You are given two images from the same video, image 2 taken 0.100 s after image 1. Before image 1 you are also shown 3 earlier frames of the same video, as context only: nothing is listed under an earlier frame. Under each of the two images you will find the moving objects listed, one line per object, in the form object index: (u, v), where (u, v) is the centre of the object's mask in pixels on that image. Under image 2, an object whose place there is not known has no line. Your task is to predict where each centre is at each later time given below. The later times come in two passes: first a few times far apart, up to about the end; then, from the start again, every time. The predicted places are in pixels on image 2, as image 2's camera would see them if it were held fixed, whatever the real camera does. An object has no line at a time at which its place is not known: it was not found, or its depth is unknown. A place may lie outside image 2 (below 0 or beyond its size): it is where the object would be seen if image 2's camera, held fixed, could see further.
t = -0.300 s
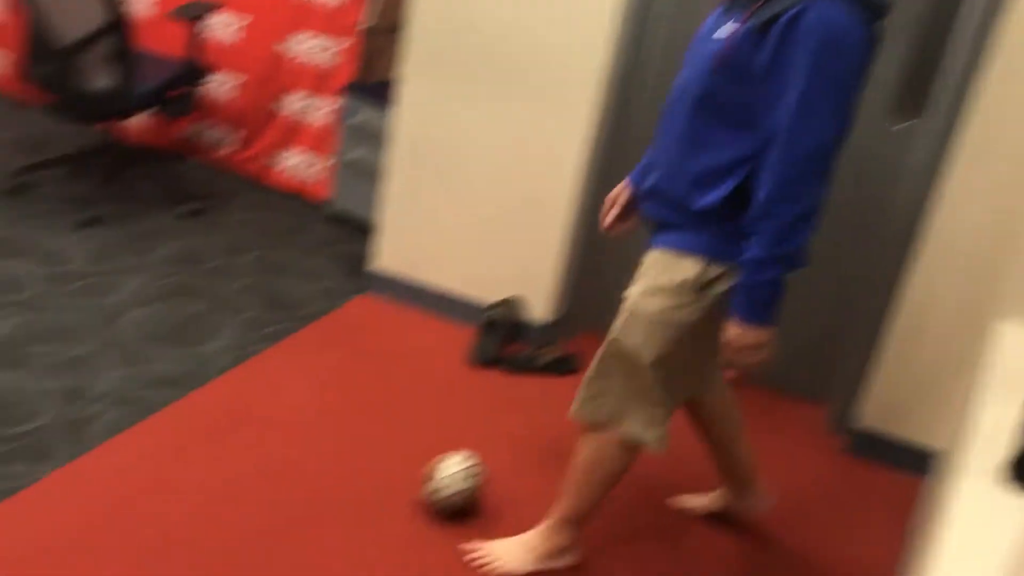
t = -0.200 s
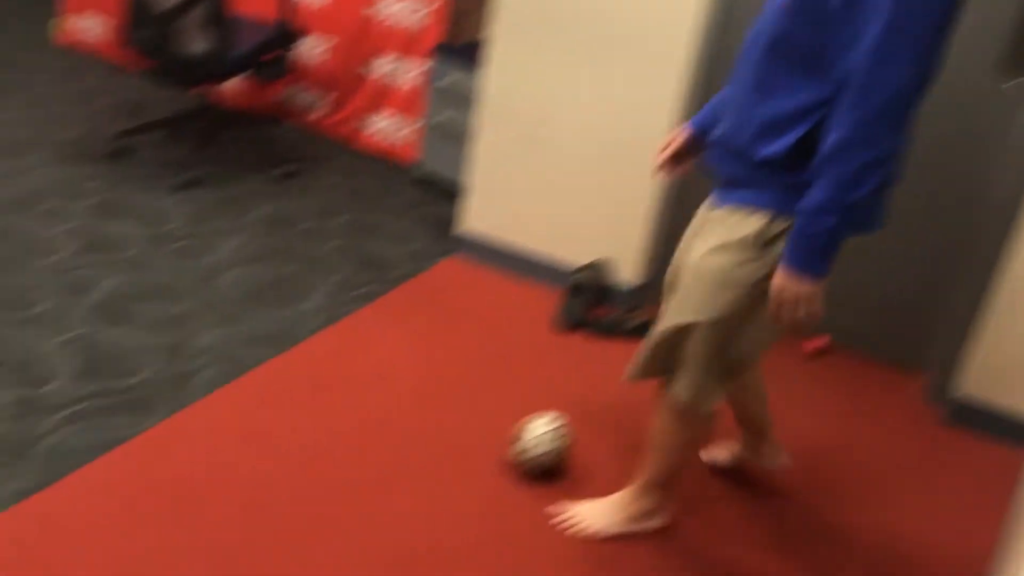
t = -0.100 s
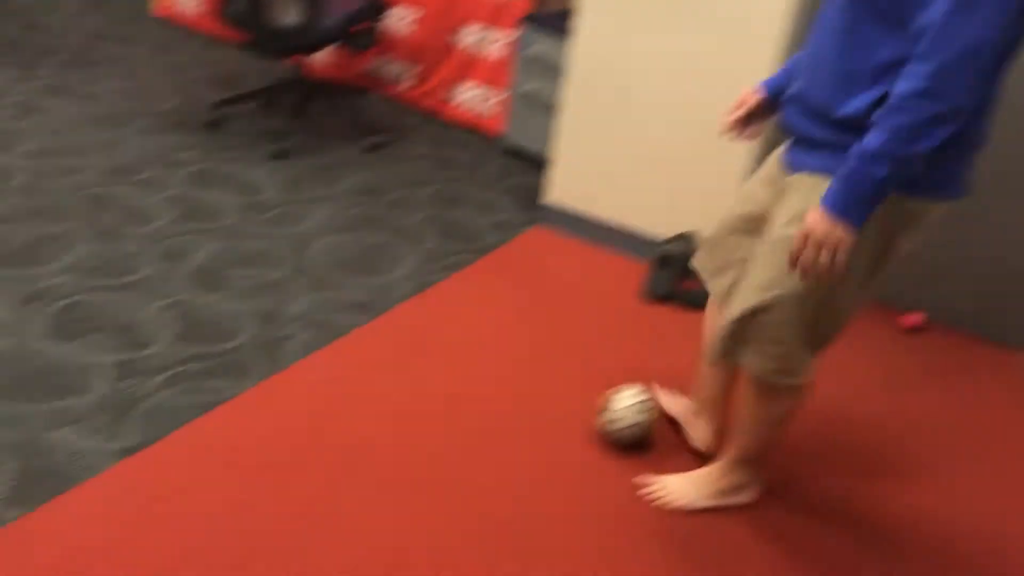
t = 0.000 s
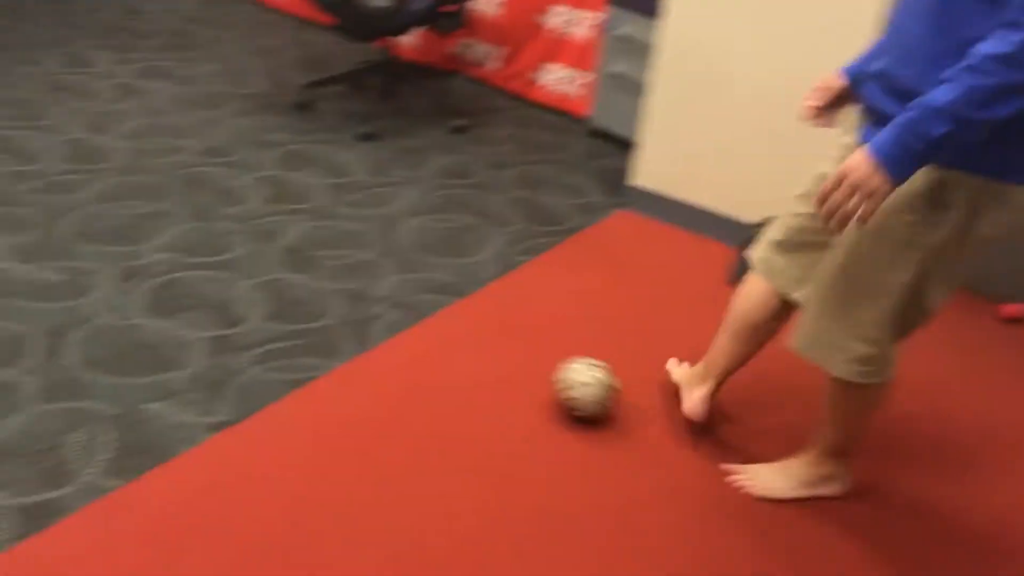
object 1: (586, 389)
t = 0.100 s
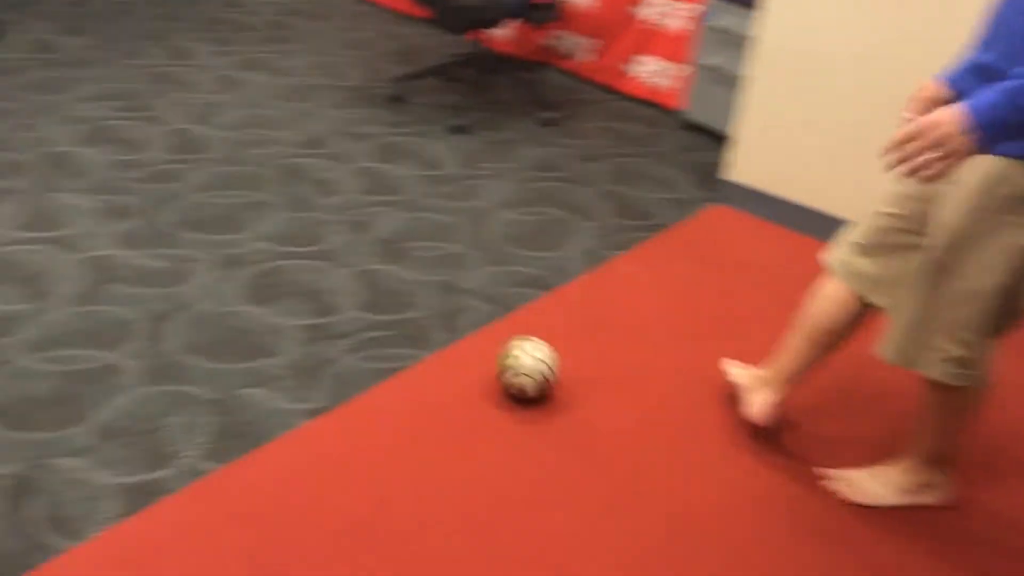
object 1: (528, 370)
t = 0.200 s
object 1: (397, 353)
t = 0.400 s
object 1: (173, 325)
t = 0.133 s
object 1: (482, 363)
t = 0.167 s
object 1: (437, 359)
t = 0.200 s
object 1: (397, 353)
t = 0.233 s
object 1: (358, 349)
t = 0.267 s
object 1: (321, 342)
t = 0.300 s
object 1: (285, 338)
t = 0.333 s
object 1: (248, 335)
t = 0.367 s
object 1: (210, 330)
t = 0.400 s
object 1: (173, 325)
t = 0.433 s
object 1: (138, 319)
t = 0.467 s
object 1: (102, 316)
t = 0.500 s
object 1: (66, 311)
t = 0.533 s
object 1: (30, 305)
